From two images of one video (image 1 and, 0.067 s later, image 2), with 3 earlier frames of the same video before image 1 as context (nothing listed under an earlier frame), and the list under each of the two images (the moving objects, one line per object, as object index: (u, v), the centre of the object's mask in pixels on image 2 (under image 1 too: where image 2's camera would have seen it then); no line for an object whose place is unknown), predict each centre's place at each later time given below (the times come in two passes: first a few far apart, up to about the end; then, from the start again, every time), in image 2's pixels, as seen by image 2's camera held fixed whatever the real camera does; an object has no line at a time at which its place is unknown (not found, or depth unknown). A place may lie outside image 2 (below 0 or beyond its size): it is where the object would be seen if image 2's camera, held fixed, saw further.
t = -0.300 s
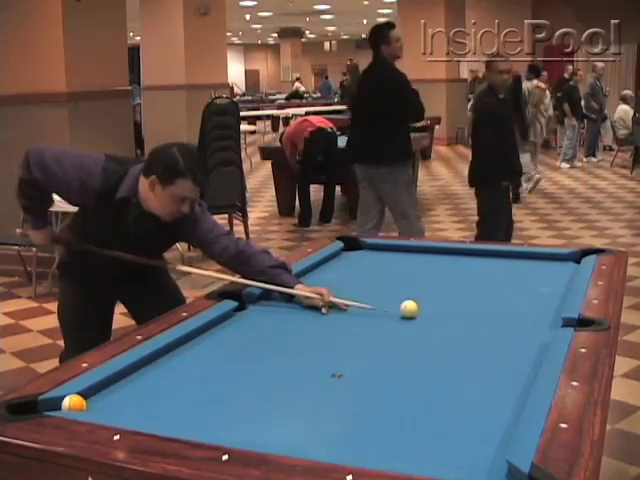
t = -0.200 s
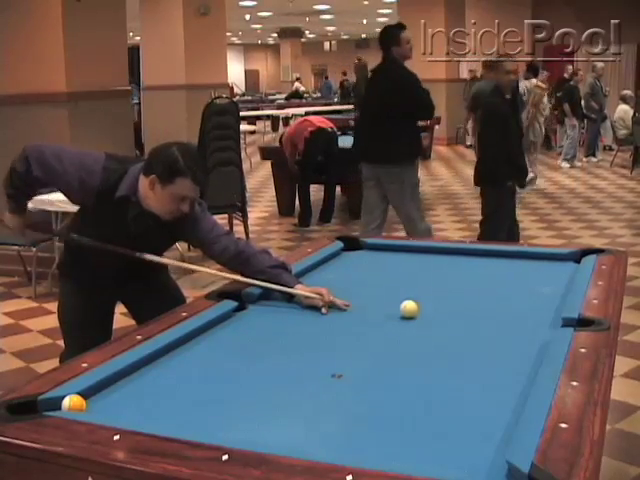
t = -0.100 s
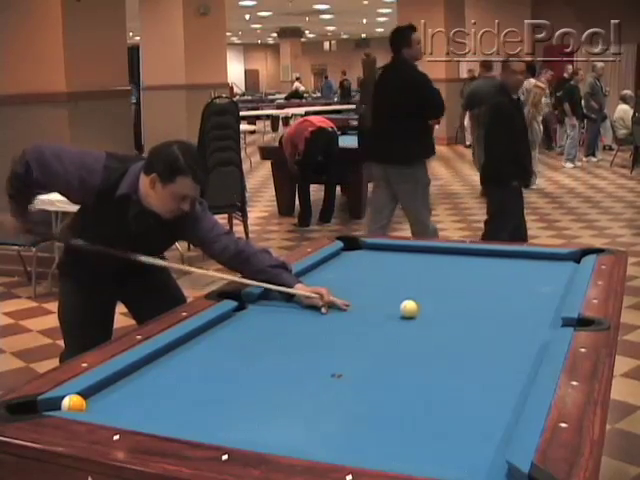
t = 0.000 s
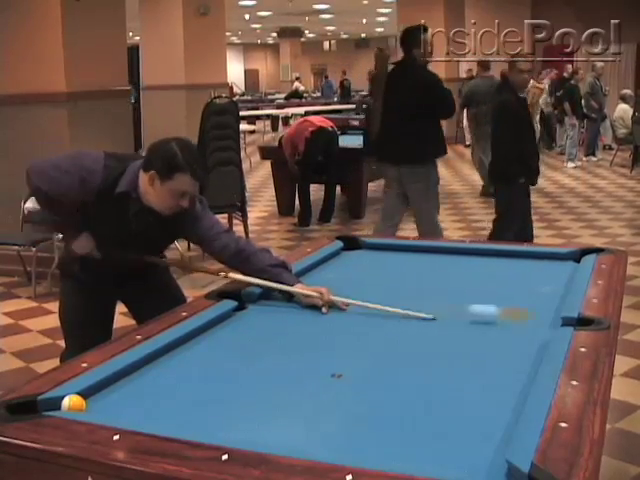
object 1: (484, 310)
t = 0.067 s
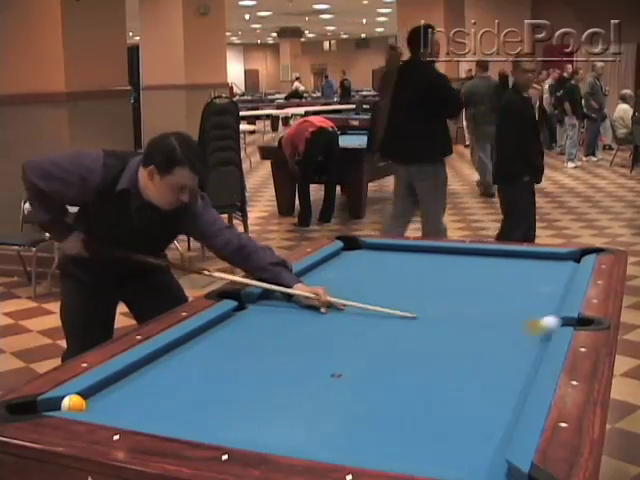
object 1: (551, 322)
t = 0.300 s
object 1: (288, 379)
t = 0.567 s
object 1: (109, 387)
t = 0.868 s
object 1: (214, 348)
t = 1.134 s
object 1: (290, 321)
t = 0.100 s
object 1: (519, 326)
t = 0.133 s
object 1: (484, 335)
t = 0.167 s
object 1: (447, 349)
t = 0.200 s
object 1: (409, 354)
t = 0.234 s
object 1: (371, 363)
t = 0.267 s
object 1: (329, 370)
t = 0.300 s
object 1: (288, 379)
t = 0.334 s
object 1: (246, 386)
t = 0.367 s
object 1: (202, 394)
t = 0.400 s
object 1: (159, 402)
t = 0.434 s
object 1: (116, 404)
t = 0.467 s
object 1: (93, 405)
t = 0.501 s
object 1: (99, 401)
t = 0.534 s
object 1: (104, 394)
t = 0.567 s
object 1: (109, 387)
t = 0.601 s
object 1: (115, 381)
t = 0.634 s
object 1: (129, 376)
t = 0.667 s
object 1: (142, 372)
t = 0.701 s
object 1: (155, 368)
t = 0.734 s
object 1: (168, 363)
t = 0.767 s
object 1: (180, 360)
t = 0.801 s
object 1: (192, 355)
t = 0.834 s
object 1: (203, 351)
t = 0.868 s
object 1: (214, 348)
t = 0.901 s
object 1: (223, 344)
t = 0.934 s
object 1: (234, 340)
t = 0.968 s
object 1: (243, 337)
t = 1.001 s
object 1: (253, 334)
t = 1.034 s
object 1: (262, 331)
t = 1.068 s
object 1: (273, 327)
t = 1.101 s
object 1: (282, 324)
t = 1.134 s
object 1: (290, 321)
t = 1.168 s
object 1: (299, 318)
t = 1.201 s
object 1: (307, 315)
